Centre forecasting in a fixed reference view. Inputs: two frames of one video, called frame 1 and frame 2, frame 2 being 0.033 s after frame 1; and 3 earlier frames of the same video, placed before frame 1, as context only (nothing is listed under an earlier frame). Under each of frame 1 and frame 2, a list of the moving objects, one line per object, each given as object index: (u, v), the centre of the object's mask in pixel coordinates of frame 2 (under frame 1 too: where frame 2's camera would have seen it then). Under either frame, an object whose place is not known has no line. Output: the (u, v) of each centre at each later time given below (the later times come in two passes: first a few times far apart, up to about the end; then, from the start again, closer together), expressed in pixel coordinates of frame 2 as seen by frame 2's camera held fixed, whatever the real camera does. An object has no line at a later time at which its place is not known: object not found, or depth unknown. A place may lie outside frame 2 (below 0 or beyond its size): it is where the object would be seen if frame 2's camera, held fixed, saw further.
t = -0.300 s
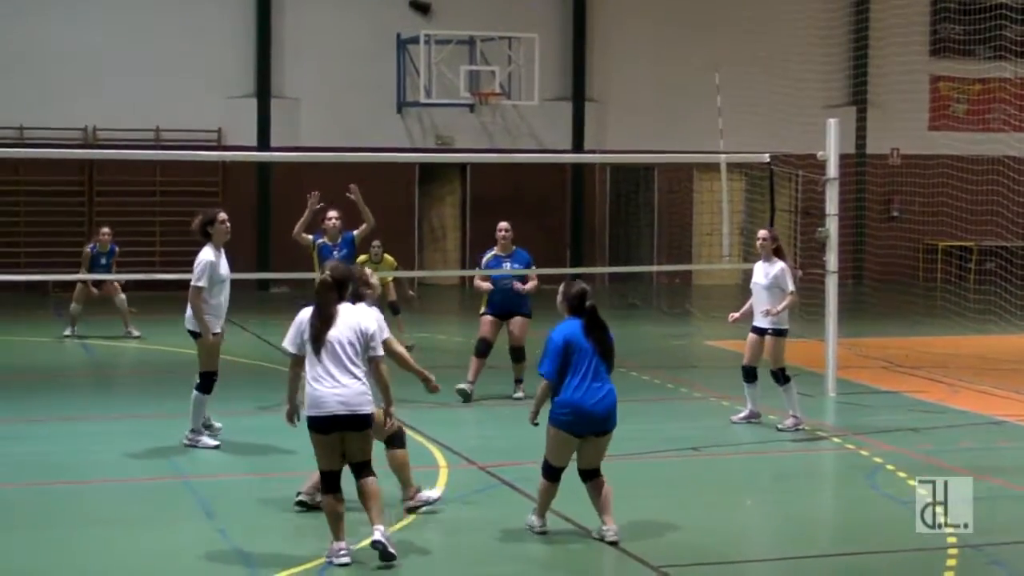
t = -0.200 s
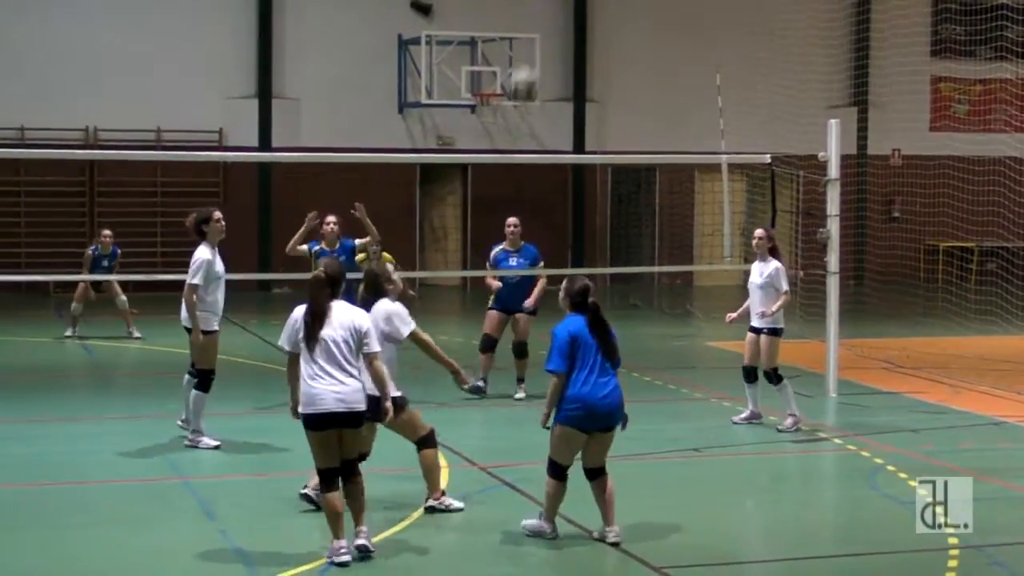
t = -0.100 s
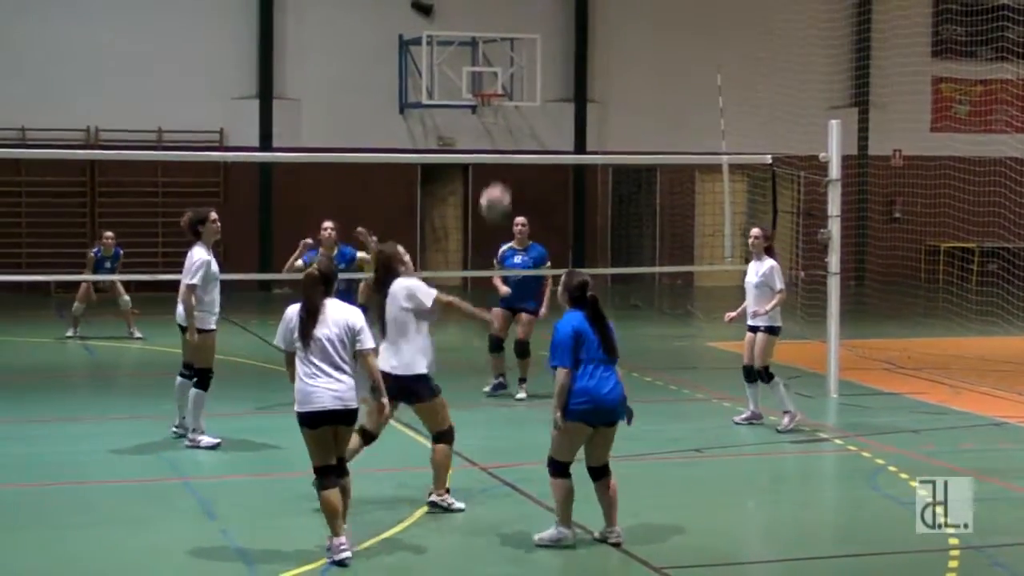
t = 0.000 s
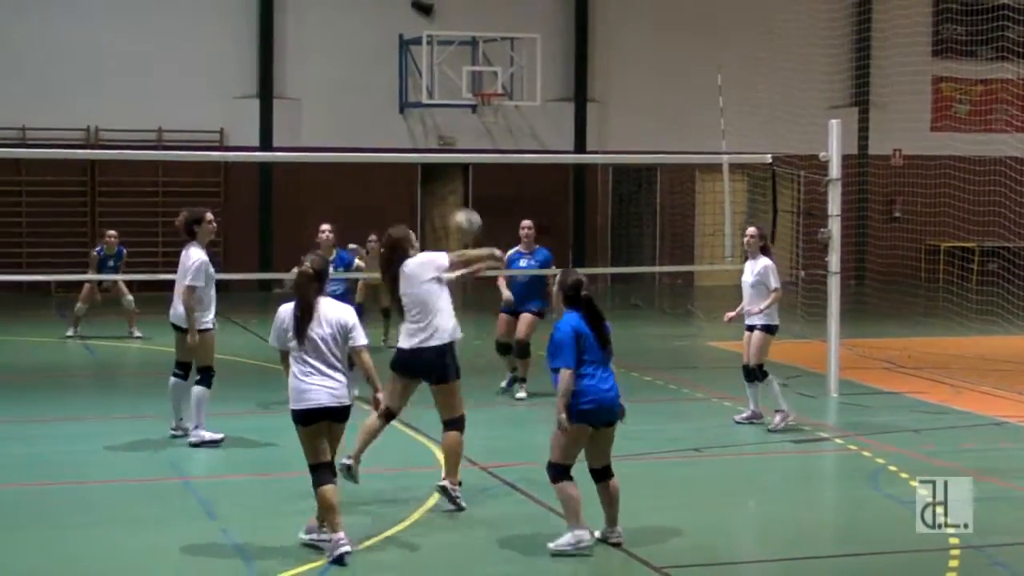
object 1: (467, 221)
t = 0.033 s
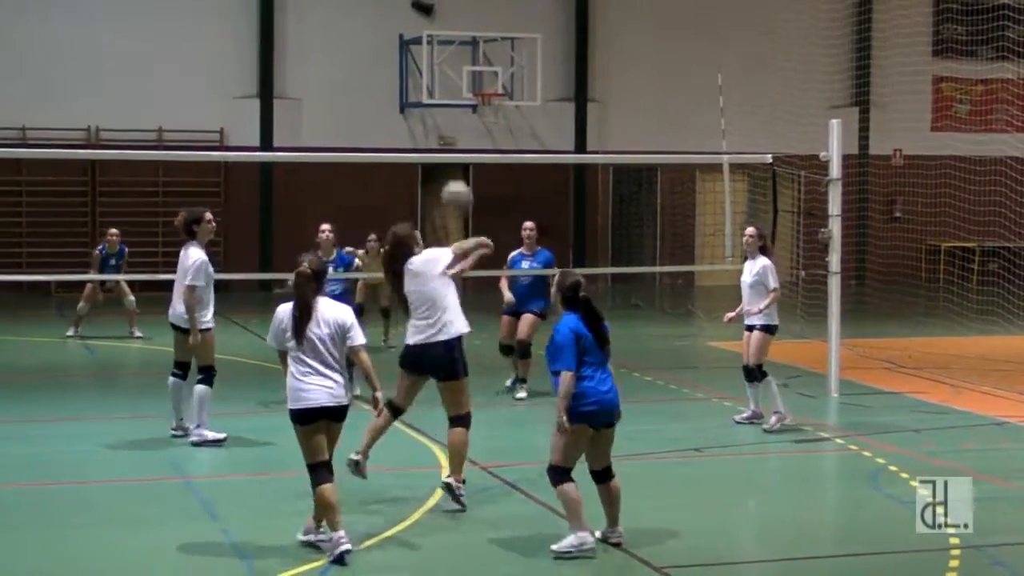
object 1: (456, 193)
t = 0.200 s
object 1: (412, 90)
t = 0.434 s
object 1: (356, 29)
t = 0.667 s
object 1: (310, 42)
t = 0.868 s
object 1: (275, 98)
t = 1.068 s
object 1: (245, 184)
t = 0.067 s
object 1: (447, 168)
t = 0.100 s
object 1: (438, 148)
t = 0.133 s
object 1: (429, 126)
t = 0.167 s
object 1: (421, 108)
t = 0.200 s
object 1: (412, 90)
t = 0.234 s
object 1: (404, 77)
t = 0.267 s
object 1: (395, 65)
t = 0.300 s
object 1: (388, 55)
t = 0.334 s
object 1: (379, 46)
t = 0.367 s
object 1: (372, 38)
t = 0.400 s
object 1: (364, 33)
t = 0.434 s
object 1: (356, 29)
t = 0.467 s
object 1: (349, 26)
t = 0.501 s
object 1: (342, 25)
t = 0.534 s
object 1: (335, 26)
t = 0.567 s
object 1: (328, 28)
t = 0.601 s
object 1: (322, 32)
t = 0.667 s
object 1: (310, 42)
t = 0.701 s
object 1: (304, 49)
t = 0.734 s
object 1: (298, 56)
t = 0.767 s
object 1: (292, 65)
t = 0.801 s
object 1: (286, 75)
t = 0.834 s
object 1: (281, 86)
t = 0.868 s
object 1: (275, 98)
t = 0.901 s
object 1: (268, 110)
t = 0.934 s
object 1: (265, 123)
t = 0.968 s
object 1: (260, 137)
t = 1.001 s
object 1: (255, 146)
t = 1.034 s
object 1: (250, 166)
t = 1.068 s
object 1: (245, 184)
